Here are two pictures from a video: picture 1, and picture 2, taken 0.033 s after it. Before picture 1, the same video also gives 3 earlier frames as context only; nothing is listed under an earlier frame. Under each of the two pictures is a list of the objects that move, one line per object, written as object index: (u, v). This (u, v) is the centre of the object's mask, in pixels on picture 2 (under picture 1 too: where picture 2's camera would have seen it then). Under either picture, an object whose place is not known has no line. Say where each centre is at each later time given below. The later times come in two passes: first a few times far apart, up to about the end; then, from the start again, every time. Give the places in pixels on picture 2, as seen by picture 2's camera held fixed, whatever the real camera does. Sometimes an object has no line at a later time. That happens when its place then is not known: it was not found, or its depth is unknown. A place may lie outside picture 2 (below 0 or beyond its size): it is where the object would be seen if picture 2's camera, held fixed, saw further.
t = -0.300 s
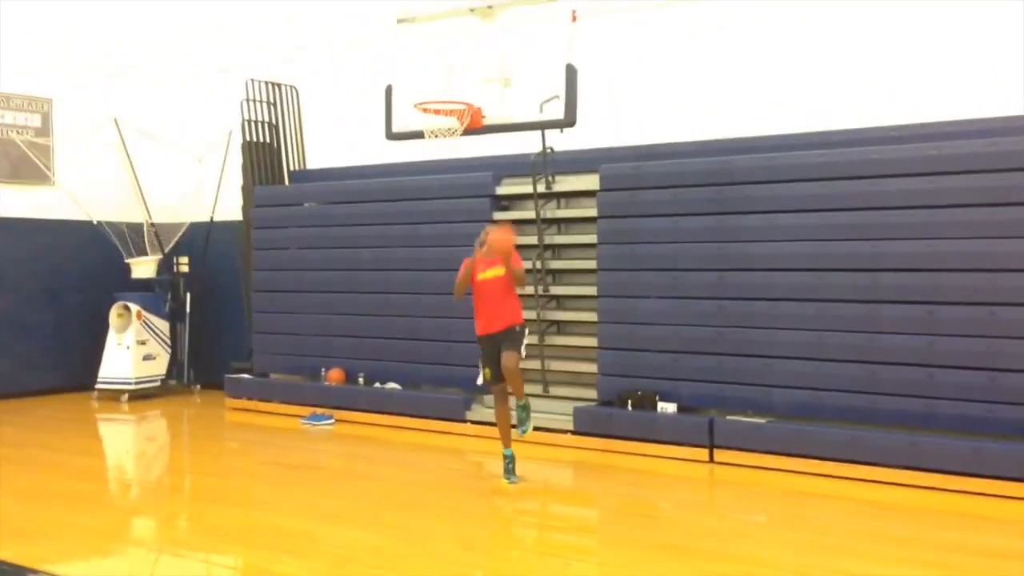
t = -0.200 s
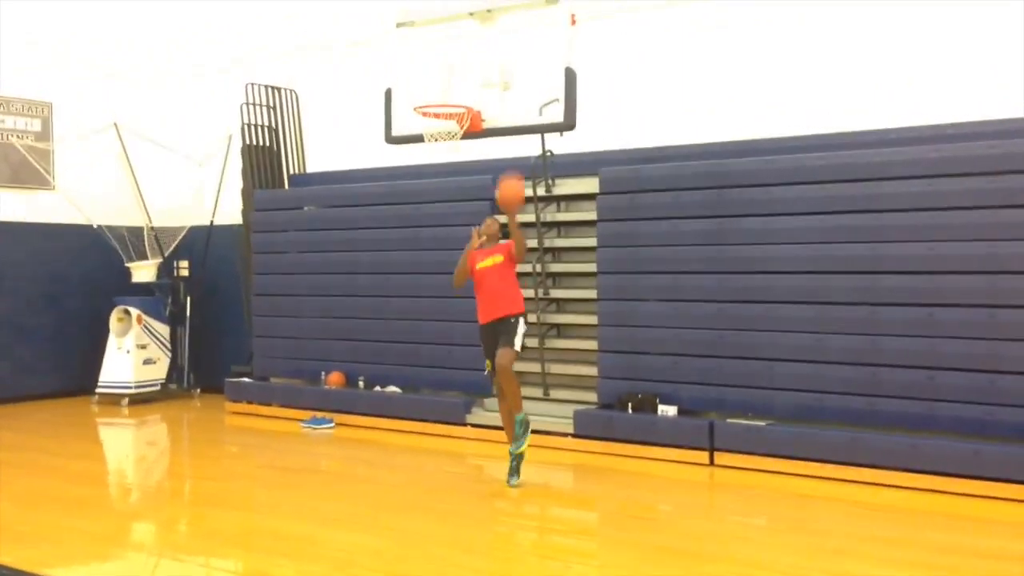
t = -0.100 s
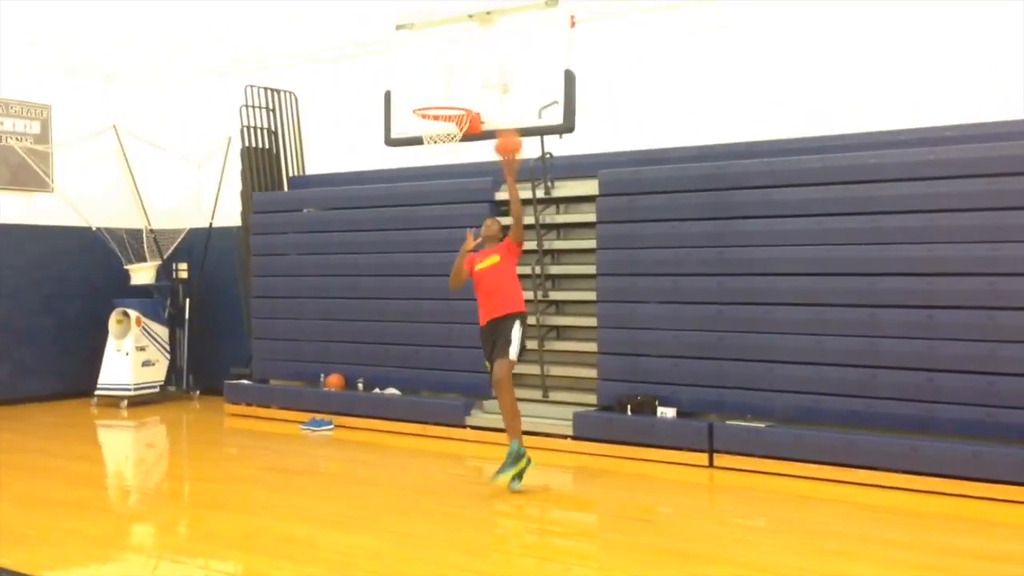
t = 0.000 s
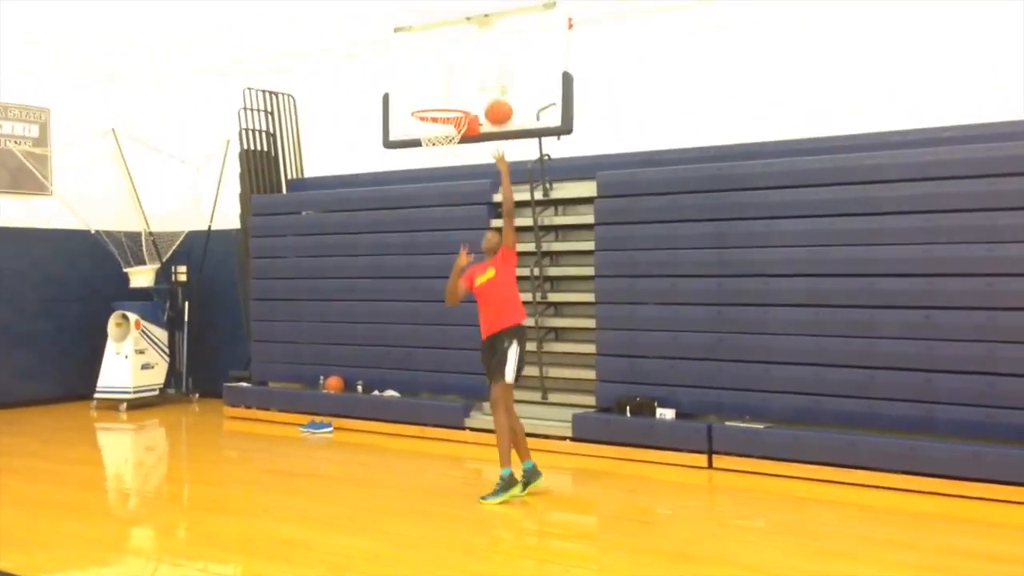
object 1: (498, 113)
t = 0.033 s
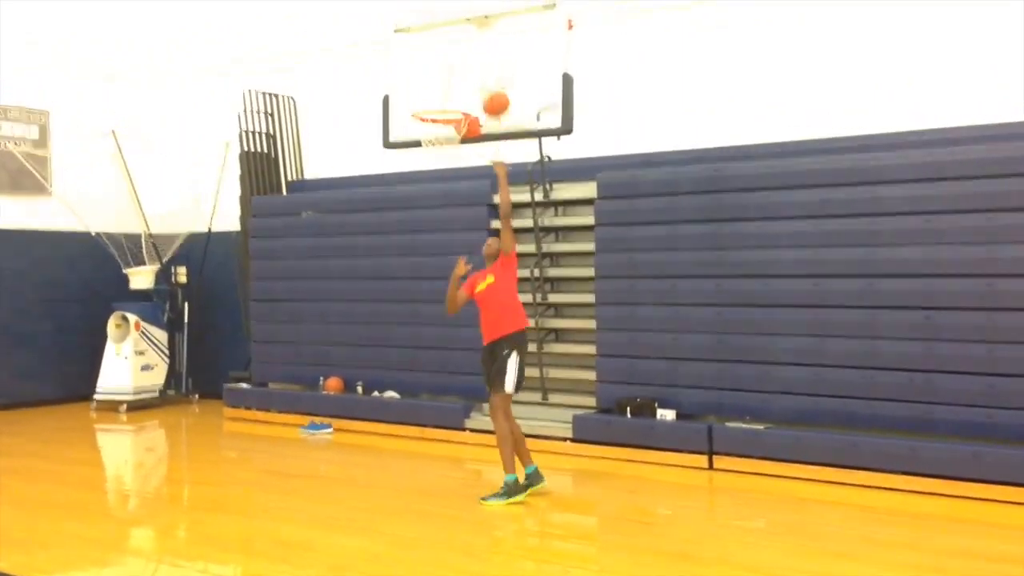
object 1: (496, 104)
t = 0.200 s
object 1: (483, 82)
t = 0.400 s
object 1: (455, 99)
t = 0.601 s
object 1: (428, 171)
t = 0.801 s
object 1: (407, 275)
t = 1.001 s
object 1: (386, 434)
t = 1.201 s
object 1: (379, 399)
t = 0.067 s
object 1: (493, 97)
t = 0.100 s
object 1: (491, 92)
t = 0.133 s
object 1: (489, 88)
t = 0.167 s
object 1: (486, 84)
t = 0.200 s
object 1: (483, 82)
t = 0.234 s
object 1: (478, 82)
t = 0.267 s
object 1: (474, 82)
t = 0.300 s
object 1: (469, 84)
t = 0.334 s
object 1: (465, 88)
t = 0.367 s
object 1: (460, 93)
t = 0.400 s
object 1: (455, 99)
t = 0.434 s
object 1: (450, 106)
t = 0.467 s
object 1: (447, 114)
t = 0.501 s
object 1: (440, 125)
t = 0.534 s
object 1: (435, 135)
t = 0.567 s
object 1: (431, 147)
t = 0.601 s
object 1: (428, 171)
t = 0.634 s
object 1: (426, 181)
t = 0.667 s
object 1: (422, 194)
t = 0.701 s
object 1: (418, 213)
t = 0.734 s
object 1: (414, 232)
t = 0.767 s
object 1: (411, 253)
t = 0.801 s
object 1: (407, 275)
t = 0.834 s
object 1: (403, 298)
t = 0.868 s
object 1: (400, 323)
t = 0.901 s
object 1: (396, 348)
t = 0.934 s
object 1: (393, 374)
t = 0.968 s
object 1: (389, 404)
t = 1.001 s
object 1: (386, 434)
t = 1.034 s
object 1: (382, 473)
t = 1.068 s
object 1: (381, 474)
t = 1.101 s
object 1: (381, 454)
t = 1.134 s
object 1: (380, 431)
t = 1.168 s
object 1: (380, 412)
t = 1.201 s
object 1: (379, 399)
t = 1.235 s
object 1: (378, 380)
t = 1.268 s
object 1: (379, 369)
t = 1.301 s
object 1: (379, 356)
